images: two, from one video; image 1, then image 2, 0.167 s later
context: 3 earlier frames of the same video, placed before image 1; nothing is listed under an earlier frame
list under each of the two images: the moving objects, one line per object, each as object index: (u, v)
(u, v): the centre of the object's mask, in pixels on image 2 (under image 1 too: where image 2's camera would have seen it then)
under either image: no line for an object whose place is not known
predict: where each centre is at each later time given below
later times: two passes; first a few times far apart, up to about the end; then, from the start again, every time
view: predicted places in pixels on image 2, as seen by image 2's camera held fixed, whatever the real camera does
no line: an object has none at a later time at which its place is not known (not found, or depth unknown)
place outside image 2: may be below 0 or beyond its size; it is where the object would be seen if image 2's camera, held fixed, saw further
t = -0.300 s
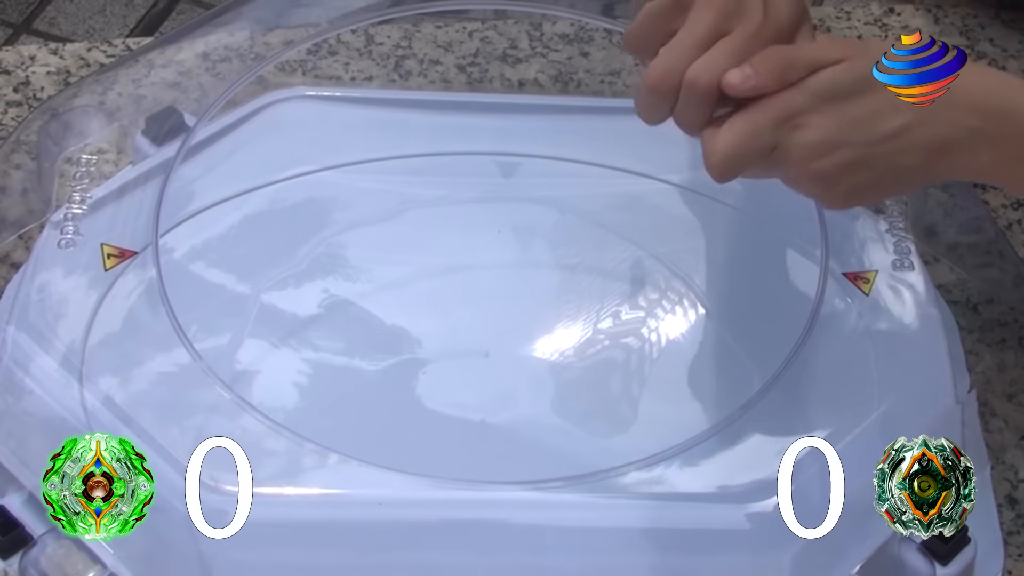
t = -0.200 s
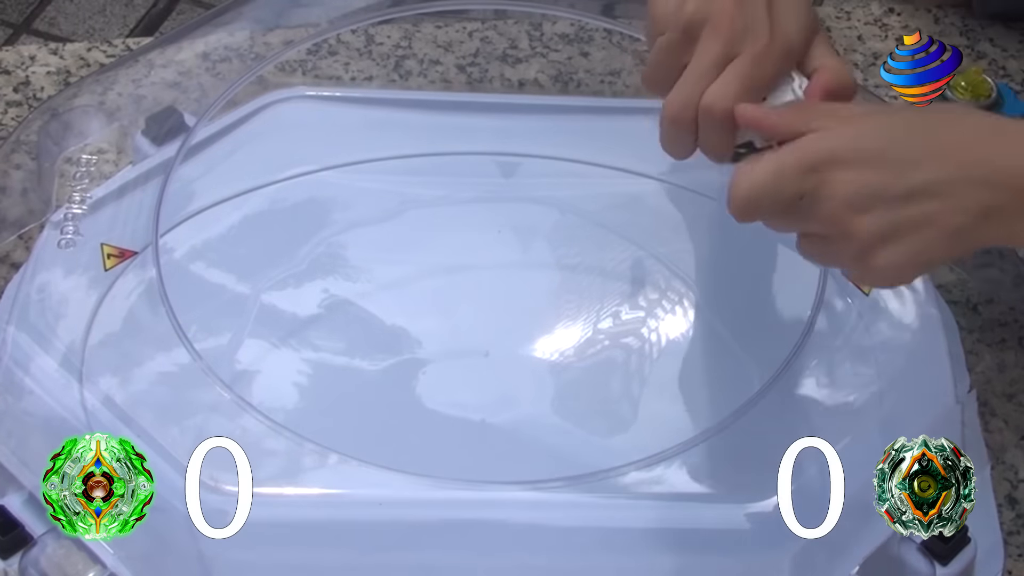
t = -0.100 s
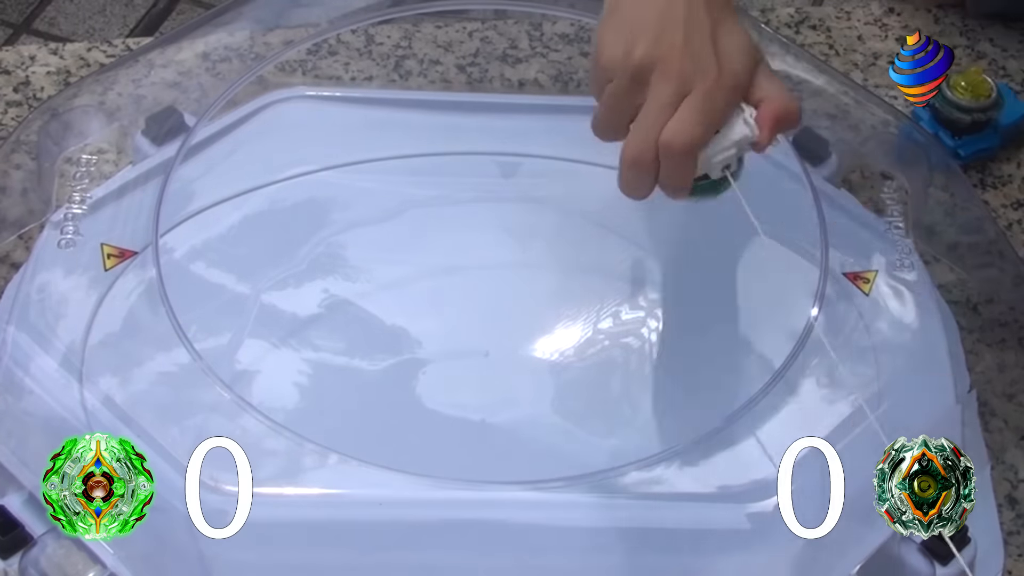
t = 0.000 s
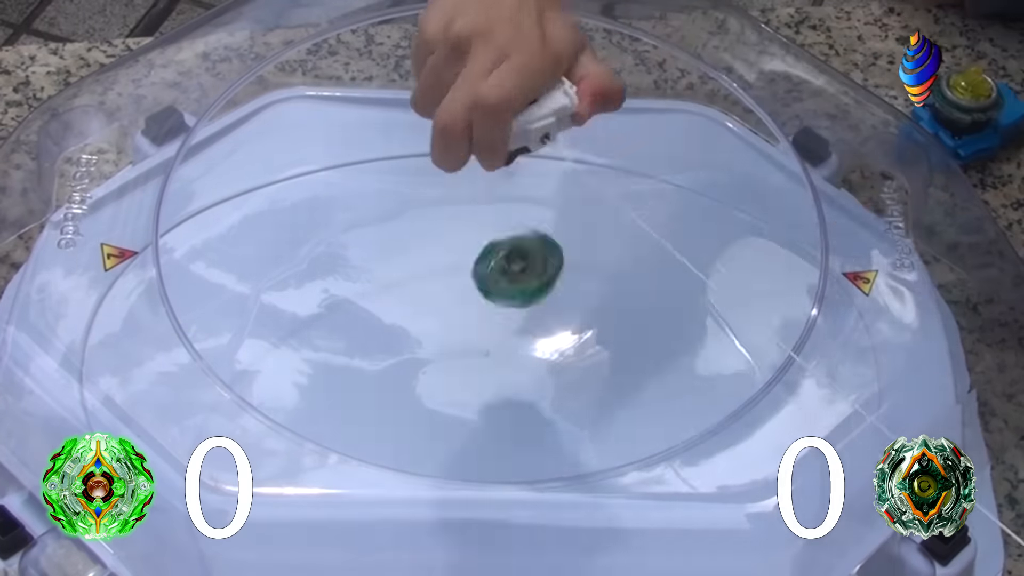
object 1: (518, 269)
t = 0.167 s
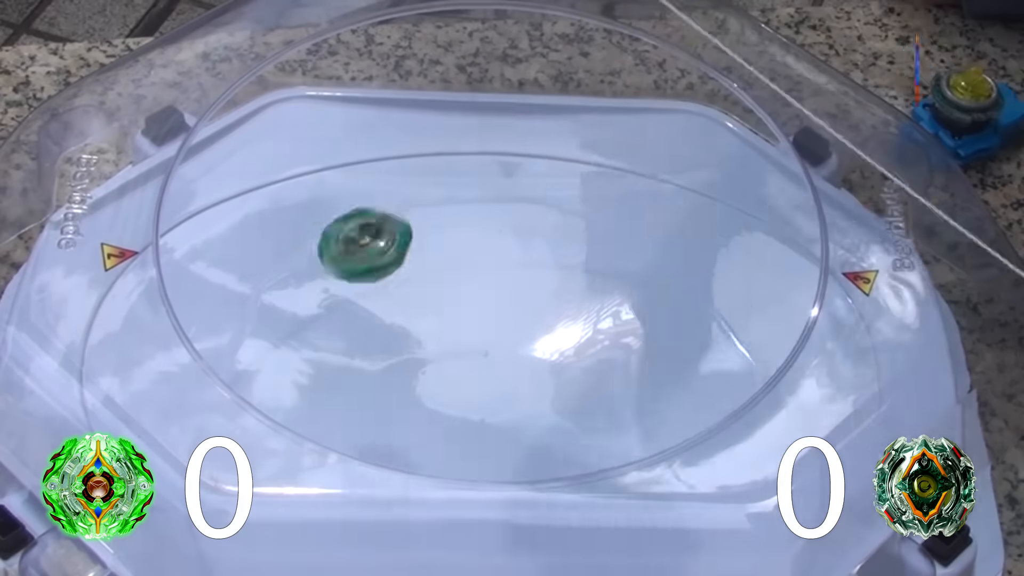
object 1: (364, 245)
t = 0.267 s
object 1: (269, 325)
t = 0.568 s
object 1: (189, 401)
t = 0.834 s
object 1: (309, 441)
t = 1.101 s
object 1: (414, 428)
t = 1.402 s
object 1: (413, 419)
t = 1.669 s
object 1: (416, 398)
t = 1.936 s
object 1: (433, 374)
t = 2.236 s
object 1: (455, 344)
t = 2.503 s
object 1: (486, 332)
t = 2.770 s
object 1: (515, 332)
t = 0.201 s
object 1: (333, 256)
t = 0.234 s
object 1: (301, 284)
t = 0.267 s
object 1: (269, 325)
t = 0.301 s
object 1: (249, 368)
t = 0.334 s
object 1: (234, 348)
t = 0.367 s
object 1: (217, 340)
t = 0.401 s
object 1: (203, 343)
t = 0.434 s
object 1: (192, 360)
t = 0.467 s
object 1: (179, 393)
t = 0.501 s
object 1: (180, 401)
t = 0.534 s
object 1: (180, 396)
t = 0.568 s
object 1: (189, 401)
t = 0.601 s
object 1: (195, 424)
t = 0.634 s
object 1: (202, 424)
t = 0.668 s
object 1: (213, 429)
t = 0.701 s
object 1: (229, 440)
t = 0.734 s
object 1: (243, 443)
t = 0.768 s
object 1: (269, 444)
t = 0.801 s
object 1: (289, 445)
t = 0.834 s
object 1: (309, 441)
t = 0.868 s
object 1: (337, 432)
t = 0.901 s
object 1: (351, 433)
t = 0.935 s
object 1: (366, 434)
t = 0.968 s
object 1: (379, 434)
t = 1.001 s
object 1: (391, 434)
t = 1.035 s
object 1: (401, 433)
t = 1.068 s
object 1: (409, 431)
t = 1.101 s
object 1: (414, 428)
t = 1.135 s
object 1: (416, 427)
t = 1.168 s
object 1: (416, 427)
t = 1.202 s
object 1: (416, 426)
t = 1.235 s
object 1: (415, 426)
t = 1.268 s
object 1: (414, 425)
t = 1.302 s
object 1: (414, 423)
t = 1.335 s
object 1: (414, 422)
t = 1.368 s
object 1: (413, 421)
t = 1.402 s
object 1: (413, 419)
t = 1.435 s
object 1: (413, 417)
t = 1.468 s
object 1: (414, 415)
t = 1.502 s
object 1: (414, 412)
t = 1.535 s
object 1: (414, 410)
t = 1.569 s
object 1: (415, 407)
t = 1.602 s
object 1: (415, 404)
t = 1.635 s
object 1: (415, 401)
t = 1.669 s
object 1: (416, 398)
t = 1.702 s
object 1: (418, 396)
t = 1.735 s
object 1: (420, 393)
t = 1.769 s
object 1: (424, 391)
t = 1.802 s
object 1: (427, 388)
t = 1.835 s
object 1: (429, 384)
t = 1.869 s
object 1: (430, 380)
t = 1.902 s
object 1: (431, 376)
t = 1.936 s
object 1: (433, 374)
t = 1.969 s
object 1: (435, 372)
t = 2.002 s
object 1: (437, 368)
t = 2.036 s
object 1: (438, 363)
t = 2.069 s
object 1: (438, 359)
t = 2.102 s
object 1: (440, 356)
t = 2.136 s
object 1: (444, 355)
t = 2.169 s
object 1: (449, 352)
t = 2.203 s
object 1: (452, 348)
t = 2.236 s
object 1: (455, 344)
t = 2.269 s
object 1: (458, 342)
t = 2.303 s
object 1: (462, 341)
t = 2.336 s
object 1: (467, 338)
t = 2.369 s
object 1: (470, 335)
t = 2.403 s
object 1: (472, 334)
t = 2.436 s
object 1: (477, 335)
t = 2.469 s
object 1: (482, 334)
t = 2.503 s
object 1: (486, 332)
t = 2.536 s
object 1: (489, 332)
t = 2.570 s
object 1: (494, 333)
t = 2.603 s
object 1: (499, 331)
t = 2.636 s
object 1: (501, 330)
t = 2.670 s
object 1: (504, 331)
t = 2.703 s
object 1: (509, 333)
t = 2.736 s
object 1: (513, 331)
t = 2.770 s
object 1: (515, 332)
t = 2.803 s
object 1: (519, 334)
